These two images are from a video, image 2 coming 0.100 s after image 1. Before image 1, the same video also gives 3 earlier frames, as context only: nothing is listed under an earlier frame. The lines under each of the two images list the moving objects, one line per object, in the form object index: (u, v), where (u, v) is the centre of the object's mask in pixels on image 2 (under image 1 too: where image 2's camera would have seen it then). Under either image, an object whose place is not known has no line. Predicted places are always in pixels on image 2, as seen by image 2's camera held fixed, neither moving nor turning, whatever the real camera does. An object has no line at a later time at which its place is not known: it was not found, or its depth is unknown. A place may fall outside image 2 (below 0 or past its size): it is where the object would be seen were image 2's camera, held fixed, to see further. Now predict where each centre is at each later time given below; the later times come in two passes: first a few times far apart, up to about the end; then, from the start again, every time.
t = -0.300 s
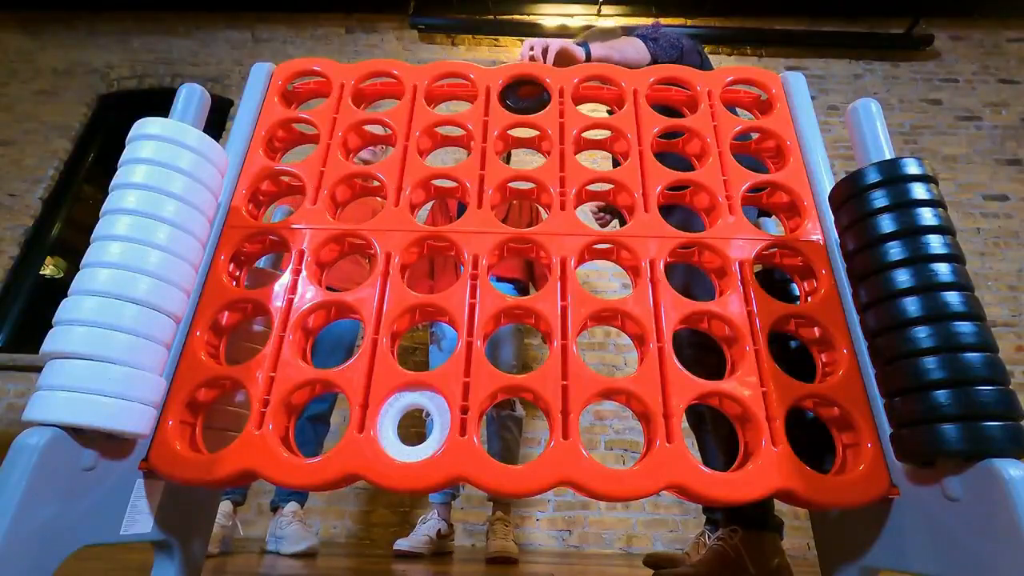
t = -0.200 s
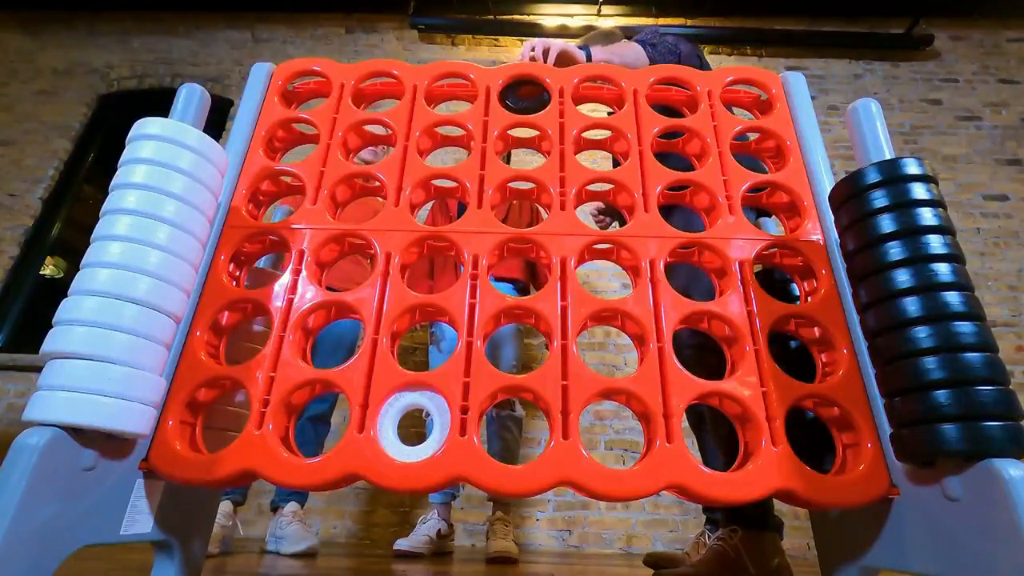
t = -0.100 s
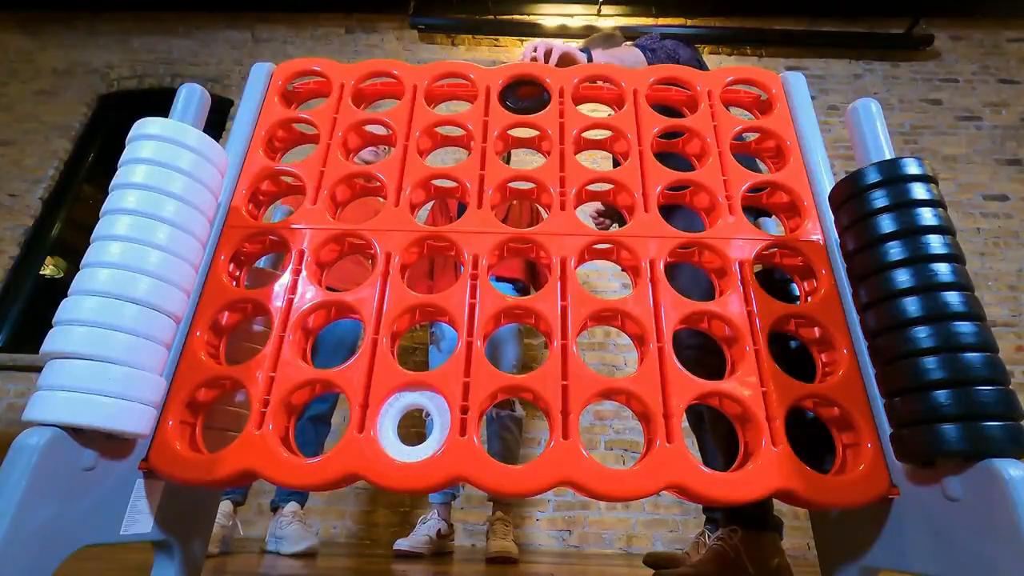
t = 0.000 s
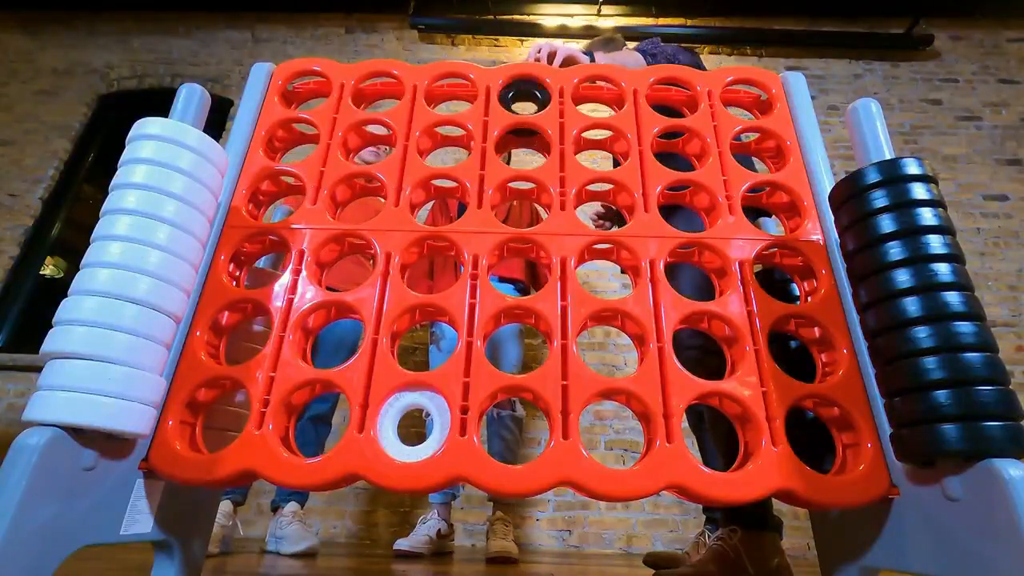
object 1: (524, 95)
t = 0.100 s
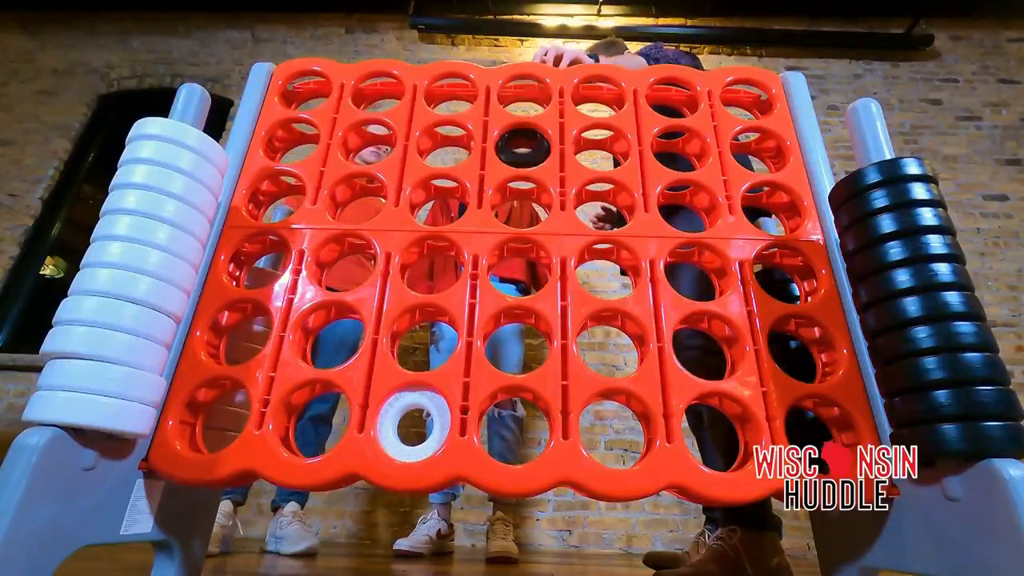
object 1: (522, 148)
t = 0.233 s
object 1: (522, 228)
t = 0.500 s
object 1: (515, 403)
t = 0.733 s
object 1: (514, 427)
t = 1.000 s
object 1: (514, 427)
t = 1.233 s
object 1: (514, 427)
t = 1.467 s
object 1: (514, 427)
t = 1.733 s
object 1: (514, 427)
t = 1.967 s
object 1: (514, 427)
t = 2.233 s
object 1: (514, 427)
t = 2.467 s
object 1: (514, 427)
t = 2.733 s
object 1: (514, 427)
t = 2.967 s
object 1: (514, 427)
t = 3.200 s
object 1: (514, 427)
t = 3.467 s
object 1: (514, 427)
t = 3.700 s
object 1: (514, 427)
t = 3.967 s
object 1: (514, 427)
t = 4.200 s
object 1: (514, 427)
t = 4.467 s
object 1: (514, 427)
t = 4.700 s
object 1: (514, 427)
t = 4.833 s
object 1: (514, 427)
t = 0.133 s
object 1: (522, 154)
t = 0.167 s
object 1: (521, 193)
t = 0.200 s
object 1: (521, 204)
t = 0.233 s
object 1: (522, 228)
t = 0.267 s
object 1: (520, 267)
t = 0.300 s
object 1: (519, 269)
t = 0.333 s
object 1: (516, 334)
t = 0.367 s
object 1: (517, 342)
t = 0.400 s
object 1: (516, 390)
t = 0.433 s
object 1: (514, 427)
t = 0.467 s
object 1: (514, 420)
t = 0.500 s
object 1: (515, 403)
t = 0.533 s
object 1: (515, 394)
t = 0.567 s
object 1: (515, 397)
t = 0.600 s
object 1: (514, 408)
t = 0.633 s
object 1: (514, 425)
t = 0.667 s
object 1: (514, 427)
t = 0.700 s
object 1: (514, 427)
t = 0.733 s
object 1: (514, 427)
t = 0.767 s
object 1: (514, 427)
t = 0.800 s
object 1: (514, 427)
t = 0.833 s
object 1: (514, 427)
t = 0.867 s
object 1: (514, 427)
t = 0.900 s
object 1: (514, 427)
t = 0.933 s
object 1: (514, 427)
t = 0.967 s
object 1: (514, 427)
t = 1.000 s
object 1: (514, 427)
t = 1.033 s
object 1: (514, 427)
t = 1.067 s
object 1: (514, 427)
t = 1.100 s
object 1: (514, 427)
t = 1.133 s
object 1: (514, 427)
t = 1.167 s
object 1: (514, 427)
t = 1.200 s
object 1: (514, 427)
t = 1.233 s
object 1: (514, 427)
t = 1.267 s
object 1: (514, 427)
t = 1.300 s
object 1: (514, 427)
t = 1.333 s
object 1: (514, 427)
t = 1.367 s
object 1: (514, 427)
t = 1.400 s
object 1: (514, 427)
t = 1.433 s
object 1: (514, 427)
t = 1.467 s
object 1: (514, 427)
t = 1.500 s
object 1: (514, 427)
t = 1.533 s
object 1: (514, 427)
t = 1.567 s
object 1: (514, 427)
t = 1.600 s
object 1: (514, 427)
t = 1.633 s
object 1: (514, 427)
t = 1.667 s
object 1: (514, 427)
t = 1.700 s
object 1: (514, 427)
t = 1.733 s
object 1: (514, 427)
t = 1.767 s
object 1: (514, 427)
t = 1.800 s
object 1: (514, 427)
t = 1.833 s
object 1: (514, 427)
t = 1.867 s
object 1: (514, 427)
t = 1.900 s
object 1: (514, 427)
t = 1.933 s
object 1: (514, 427)
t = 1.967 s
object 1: (514, 427)
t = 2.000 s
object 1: (514, 427)
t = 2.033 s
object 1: (514, 427)
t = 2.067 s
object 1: (514, 427)
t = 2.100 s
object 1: (514, 427)
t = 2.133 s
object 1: (514, 427)
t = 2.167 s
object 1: (514, 427)
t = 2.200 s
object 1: (514, 427)
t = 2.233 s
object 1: (514, 427)
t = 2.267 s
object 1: (514, 427)
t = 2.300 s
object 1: (514, 427)
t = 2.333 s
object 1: (514, 427)
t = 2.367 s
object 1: (514, 427)
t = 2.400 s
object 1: (514, 427)
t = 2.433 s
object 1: (514, 427)
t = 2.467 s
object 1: (514, 427)
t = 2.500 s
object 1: (514, 427)
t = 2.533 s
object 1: (514, 427)
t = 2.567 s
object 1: (514, 427)
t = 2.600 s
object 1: (514, 427)
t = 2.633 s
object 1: (514, 427)
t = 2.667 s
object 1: (514, 427)
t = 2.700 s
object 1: (514, 427)
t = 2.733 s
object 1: (514, 427)
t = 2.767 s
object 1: (514, 427)
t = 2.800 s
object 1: (514, 427)
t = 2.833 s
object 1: (514, 427)
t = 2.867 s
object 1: (514, 427)
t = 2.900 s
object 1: (514, 427)
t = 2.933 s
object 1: (514, 427)
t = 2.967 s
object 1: (514, 427)
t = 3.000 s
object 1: (514, 427)
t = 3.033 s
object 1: (514, 427)
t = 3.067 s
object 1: (514, 427)
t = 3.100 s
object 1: (514, 427)
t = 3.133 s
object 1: (514, 427)
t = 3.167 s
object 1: (514, 427)
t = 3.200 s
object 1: (514, 427)
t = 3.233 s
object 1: (514, 427)
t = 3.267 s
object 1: (514, 427)
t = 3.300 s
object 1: (514, 427)
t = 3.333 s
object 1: (514, 427)
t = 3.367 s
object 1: (514, 427)
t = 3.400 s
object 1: (514, 427)
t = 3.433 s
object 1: (514, 427)
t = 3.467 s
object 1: (514, 427)
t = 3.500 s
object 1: (514, 427)
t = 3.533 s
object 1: (514, 427)
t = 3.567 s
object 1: (514, 427)
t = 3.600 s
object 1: (514, 427)
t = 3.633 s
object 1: (514, 427)
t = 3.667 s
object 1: (514, 427)
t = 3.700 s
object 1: (514, 427)
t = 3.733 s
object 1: (514, 427)
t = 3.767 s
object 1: (514, 427)
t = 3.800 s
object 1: (514, 427)
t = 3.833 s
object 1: (514, 427)
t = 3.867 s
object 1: (514, 427)
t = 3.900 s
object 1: (514, 427)
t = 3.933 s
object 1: (514, 427)
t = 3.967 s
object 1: (514, 427)
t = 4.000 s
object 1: (514, 427)
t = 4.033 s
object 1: (514, 427)
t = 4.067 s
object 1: (514, 427)
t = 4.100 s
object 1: (514, 427)
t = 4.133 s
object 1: (514, 427)
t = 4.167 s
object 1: (514, 427)
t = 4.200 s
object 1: (514, 427)
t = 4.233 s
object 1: (514, 427)
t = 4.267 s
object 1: (514, 427)
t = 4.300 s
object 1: (514, 427)
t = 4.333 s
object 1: (514, 427)
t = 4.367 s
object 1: (514, 427)
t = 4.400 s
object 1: (514, 427)
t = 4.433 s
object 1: (514, 427)
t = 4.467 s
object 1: (514, 427)
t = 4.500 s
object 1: (514, 427)
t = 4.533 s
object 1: (514, 427)
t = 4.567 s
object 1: (514, 427)
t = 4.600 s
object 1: (514, 427)
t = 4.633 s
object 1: (514, 427)
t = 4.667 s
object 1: (514, 427)
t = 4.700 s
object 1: (514, 427)
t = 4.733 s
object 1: (514, 427)
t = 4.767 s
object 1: (514, 427)
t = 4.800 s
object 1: (514, 427)
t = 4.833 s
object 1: (514, 427)
